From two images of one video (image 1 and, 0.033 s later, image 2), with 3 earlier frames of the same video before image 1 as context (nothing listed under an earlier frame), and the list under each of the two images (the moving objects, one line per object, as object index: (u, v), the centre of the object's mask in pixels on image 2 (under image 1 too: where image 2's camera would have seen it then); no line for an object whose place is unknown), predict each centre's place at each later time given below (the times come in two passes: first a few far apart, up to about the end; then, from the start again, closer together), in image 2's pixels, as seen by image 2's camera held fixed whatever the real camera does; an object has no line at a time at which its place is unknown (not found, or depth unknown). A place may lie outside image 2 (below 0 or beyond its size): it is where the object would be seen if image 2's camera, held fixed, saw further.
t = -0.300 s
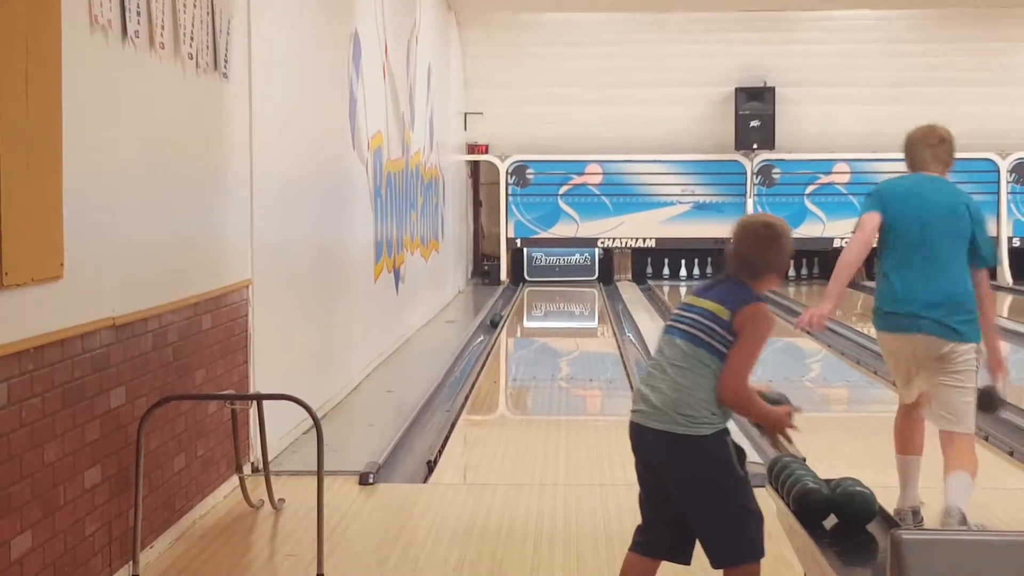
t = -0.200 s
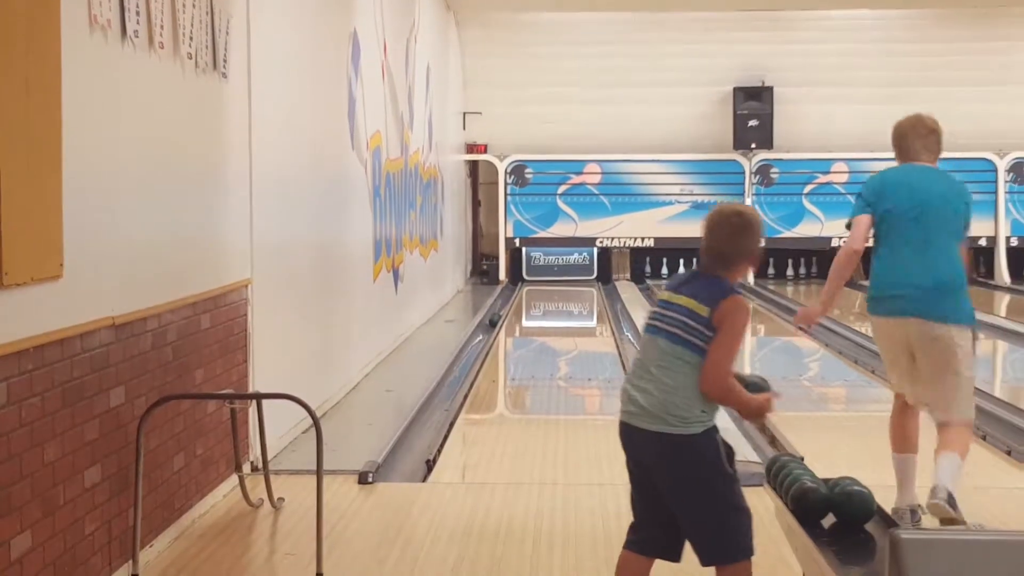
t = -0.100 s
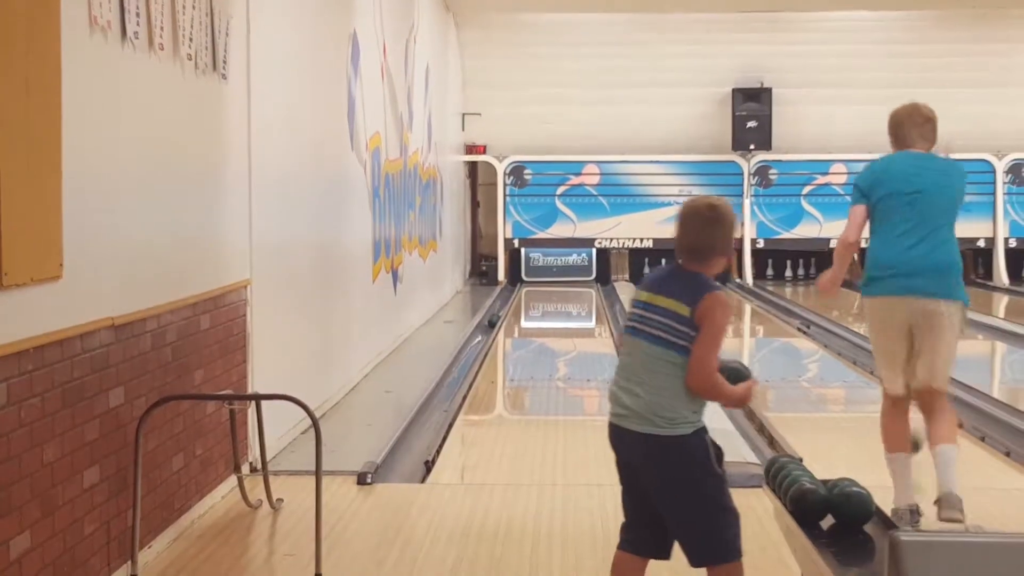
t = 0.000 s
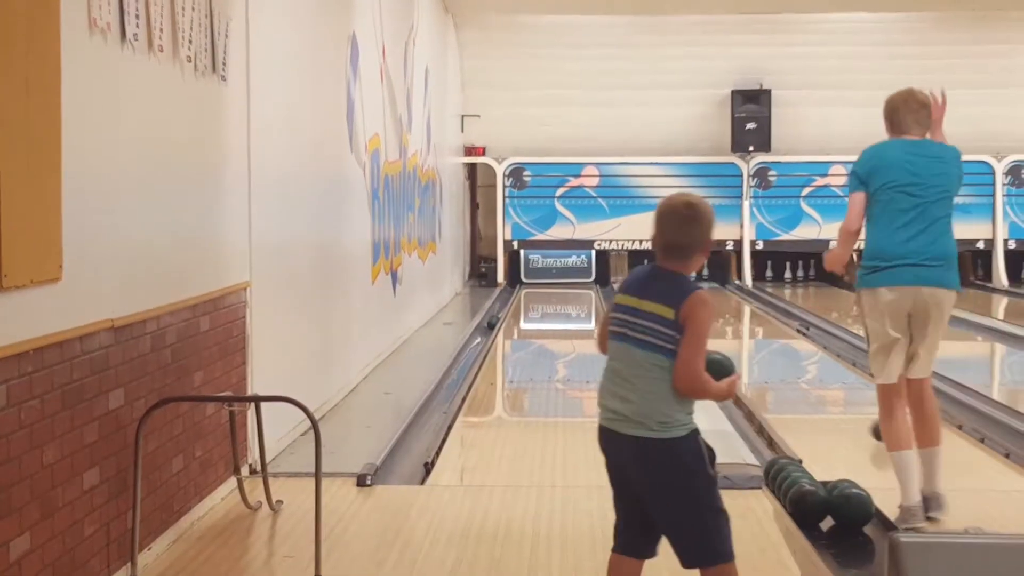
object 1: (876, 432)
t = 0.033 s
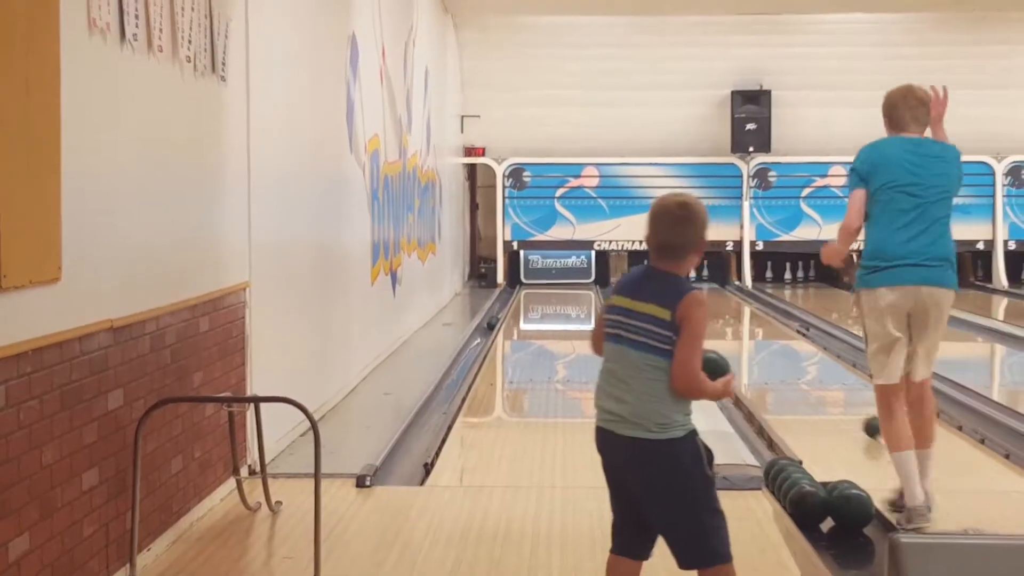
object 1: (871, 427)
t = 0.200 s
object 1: (839, 399)
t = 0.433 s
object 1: (803, 373)
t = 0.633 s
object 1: (780, 356)
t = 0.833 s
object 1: (761, 343)
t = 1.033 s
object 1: (752, 332)
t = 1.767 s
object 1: (704, 302)
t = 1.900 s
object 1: (700, 297)
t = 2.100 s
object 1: (692, 293)
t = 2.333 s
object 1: (687, 288)
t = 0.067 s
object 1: (865, 420)
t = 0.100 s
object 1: (859, 415)
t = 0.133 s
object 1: (848, 406)
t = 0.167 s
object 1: (843, 402)
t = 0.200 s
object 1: (839, 399)
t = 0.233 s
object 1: (833, 396)
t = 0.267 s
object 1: (828, 391)
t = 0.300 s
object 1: (823, 387)
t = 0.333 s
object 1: (818, 383)
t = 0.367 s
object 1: (813, 380)
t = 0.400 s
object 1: (808, 376)
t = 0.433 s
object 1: (803, 373)
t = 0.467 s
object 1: (799, 370)
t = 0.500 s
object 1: (795, 367)
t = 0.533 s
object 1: (791, 364)
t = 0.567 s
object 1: (787, 362)
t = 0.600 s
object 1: (783, 359)
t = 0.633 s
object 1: (780, 356)
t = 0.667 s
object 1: (777, 354)
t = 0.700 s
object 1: (774, 351)
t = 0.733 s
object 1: (770, 349)
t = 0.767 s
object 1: (767, 347)
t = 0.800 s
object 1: (764, 345)
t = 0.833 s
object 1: (761, 343)
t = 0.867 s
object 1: (759, 341)
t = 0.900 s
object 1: (756, 339)
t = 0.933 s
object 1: (754, 337)
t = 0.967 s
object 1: (753, 335)
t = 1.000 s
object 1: (752, 334)
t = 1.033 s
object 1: (752, 332)
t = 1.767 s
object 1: (704, 302)
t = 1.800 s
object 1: (705, 301)
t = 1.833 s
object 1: (703, 300)
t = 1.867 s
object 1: (702, 299)
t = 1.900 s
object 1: (700, 297)
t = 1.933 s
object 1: (699, 297)
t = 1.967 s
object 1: (697, 297)
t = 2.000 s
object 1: (696, 296)
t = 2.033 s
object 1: (694, 295)
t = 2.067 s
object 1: (693, 294)
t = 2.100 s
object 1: (692, 293)
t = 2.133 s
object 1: (691, 293)
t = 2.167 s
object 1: (690, 292)
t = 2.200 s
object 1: (689, 291)
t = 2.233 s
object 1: (687, 290)
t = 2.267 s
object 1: (687, 289)
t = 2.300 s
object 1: (686, 289)
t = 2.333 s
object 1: (687, 288)
